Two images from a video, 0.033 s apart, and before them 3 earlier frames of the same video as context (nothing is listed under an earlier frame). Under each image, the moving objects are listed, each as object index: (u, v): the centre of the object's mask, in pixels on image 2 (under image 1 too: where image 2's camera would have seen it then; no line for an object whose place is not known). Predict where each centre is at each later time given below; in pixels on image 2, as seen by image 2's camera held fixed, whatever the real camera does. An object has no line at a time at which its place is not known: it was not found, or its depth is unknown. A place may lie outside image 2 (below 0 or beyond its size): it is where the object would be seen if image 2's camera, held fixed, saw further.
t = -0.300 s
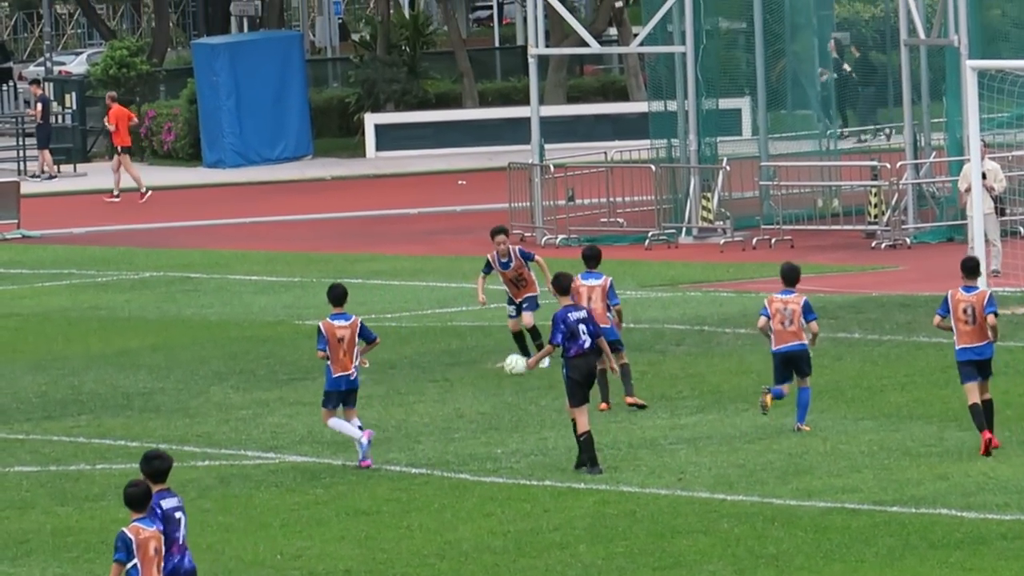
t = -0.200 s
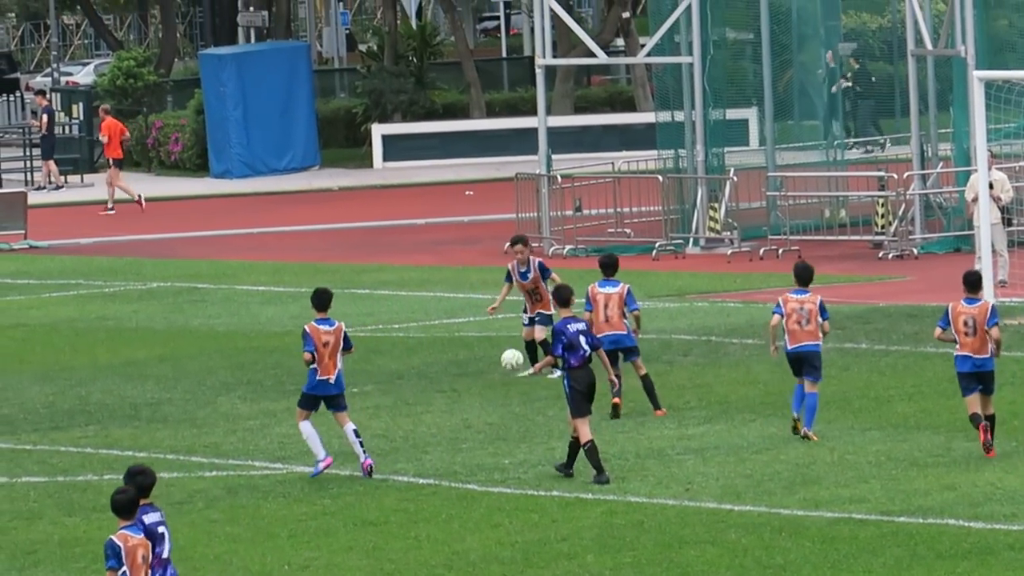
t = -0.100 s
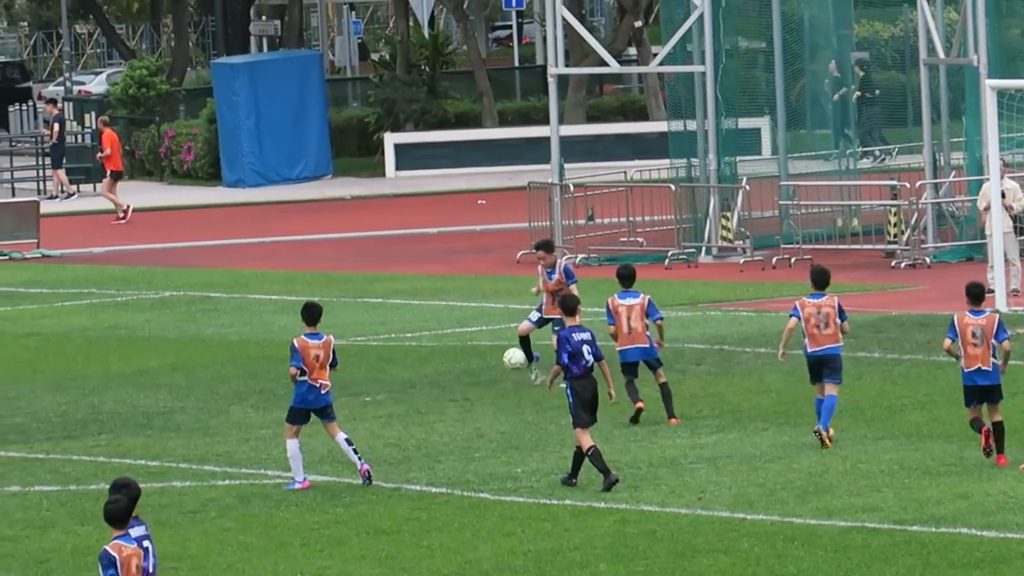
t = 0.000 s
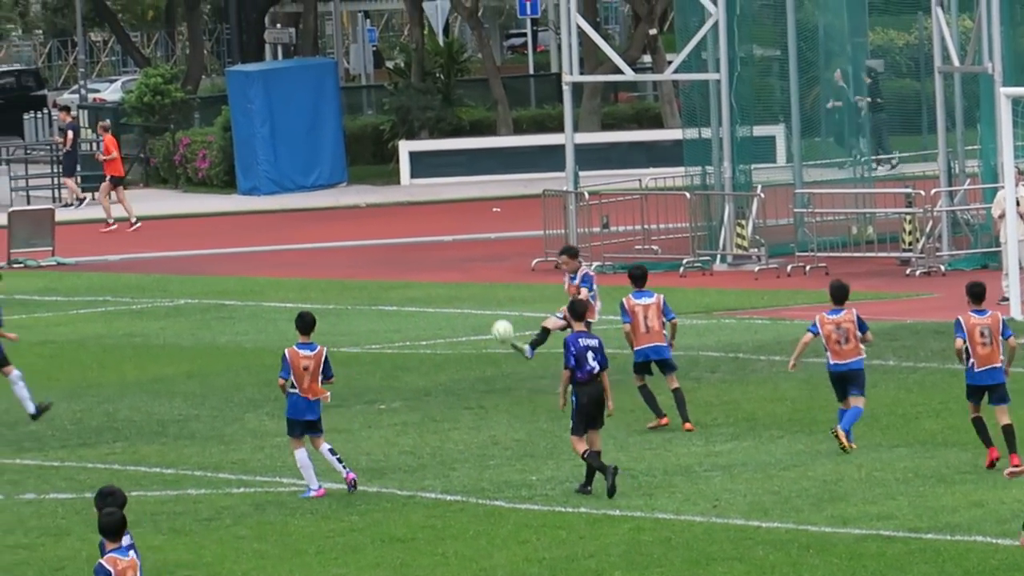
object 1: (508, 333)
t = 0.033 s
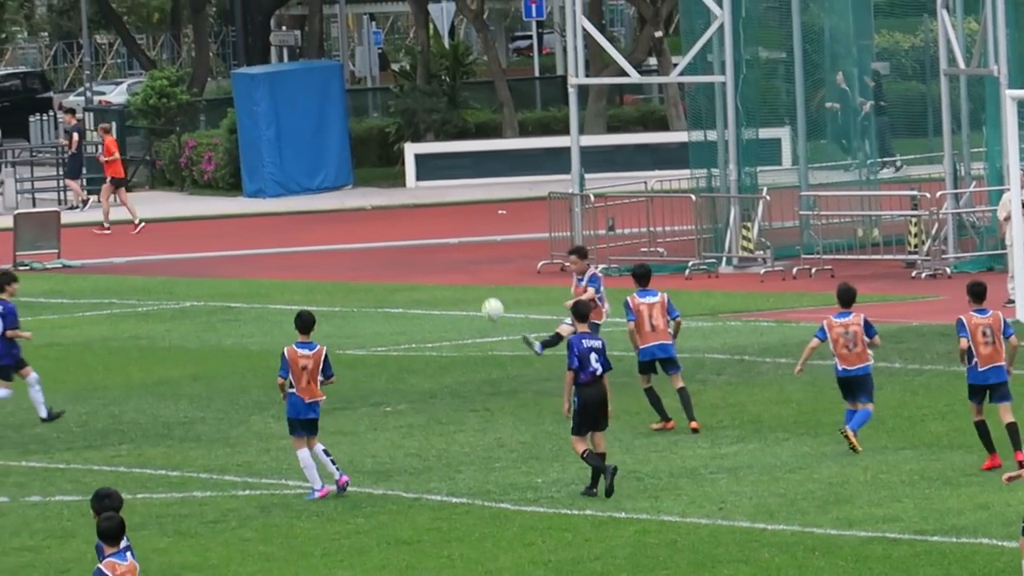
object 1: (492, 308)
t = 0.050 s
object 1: (485, 297)
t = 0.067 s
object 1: (478, 286)
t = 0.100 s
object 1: (464, 264)
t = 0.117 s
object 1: (458, 254)
